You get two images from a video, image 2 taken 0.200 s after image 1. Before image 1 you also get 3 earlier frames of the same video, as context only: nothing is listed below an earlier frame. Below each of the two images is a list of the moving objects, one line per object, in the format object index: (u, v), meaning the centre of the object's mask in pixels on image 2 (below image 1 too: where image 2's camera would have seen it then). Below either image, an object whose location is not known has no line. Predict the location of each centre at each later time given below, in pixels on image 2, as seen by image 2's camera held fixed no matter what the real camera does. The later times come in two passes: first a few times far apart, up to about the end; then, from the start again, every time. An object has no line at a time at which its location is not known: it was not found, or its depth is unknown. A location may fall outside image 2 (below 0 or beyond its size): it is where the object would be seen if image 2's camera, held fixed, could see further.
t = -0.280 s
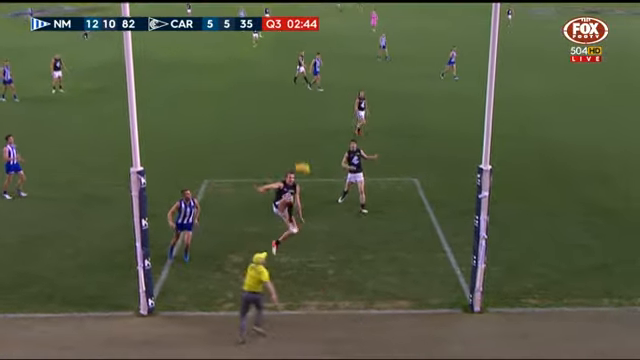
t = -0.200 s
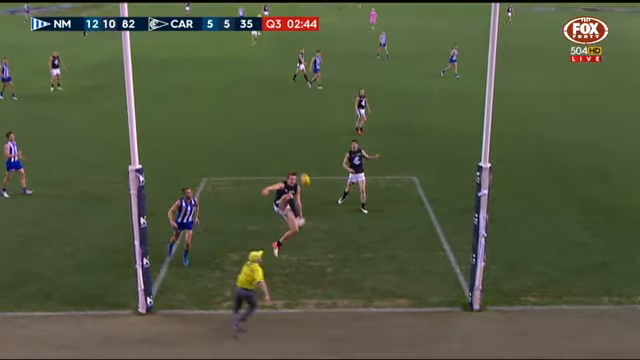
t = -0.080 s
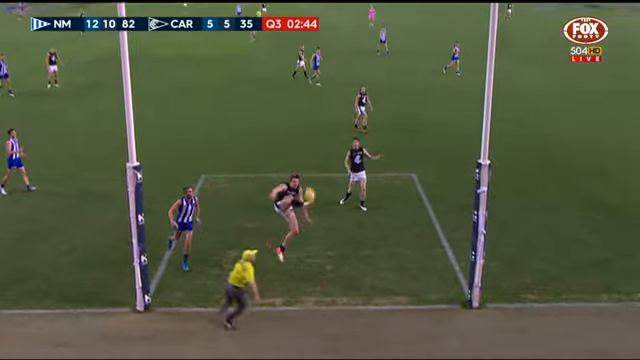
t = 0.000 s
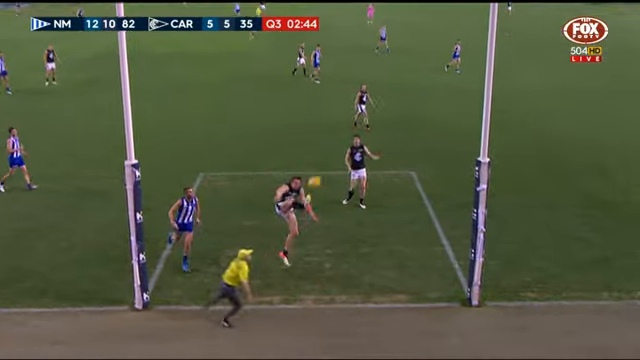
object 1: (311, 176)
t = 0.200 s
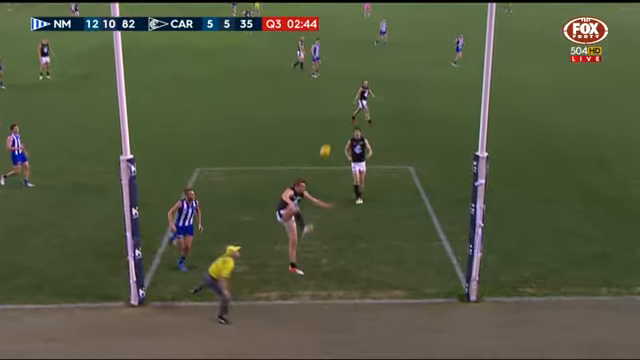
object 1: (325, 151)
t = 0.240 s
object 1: (328, 144)
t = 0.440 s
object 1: (343, 124)
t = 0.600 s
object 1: (355, 110)
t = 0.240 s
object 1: (328, 144)
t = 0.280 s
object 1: (330, 140)
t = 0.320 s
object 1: (333, 137)
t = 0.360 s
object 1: (336, 133)
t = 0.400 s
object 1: (339, 127)
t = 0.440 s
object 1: (343, 124)
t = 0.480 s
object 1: (346, 119)
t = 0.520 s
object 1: (348, 116)
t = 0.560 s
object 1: (351, 113)
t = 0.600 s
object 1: (355, 110)
